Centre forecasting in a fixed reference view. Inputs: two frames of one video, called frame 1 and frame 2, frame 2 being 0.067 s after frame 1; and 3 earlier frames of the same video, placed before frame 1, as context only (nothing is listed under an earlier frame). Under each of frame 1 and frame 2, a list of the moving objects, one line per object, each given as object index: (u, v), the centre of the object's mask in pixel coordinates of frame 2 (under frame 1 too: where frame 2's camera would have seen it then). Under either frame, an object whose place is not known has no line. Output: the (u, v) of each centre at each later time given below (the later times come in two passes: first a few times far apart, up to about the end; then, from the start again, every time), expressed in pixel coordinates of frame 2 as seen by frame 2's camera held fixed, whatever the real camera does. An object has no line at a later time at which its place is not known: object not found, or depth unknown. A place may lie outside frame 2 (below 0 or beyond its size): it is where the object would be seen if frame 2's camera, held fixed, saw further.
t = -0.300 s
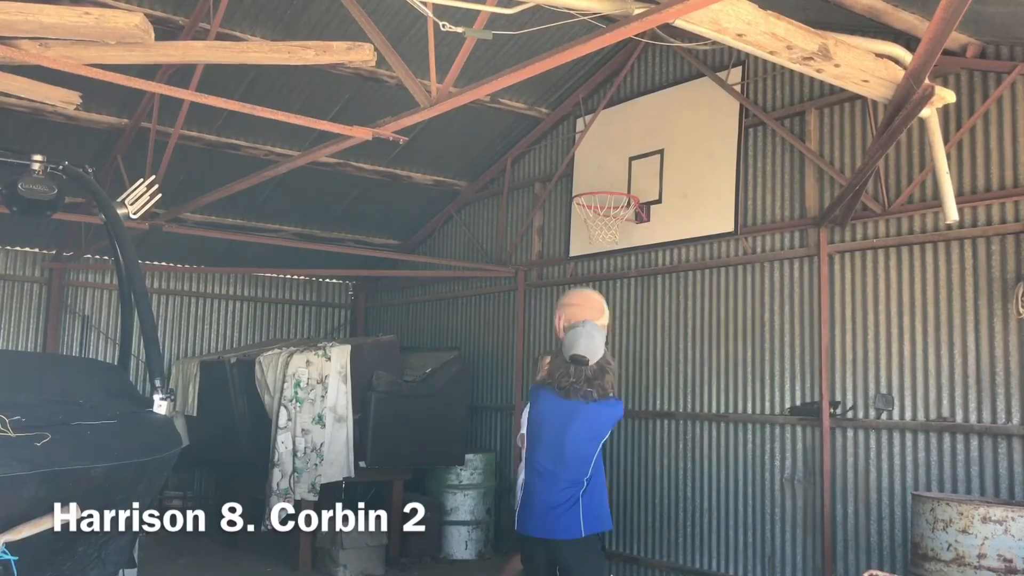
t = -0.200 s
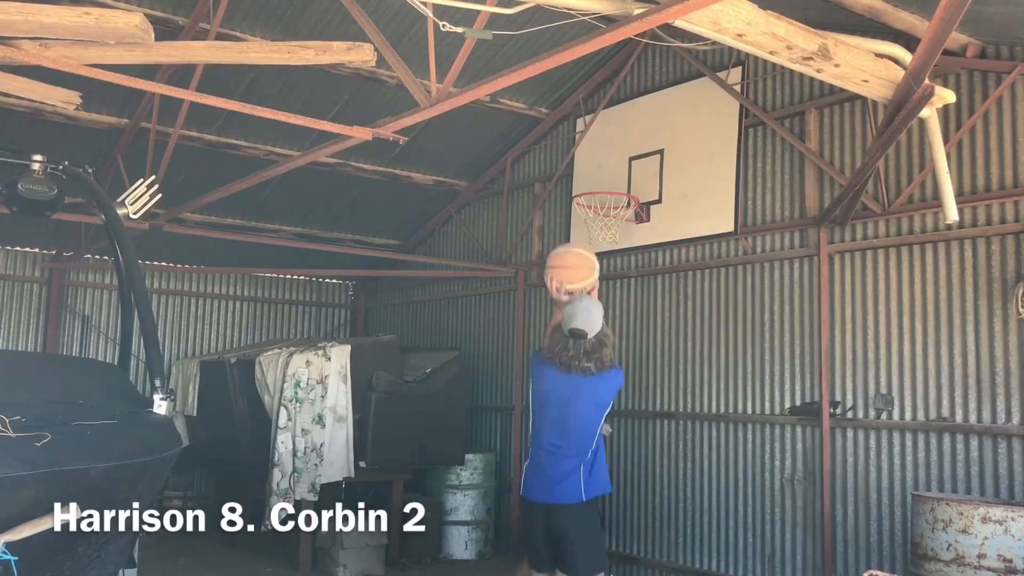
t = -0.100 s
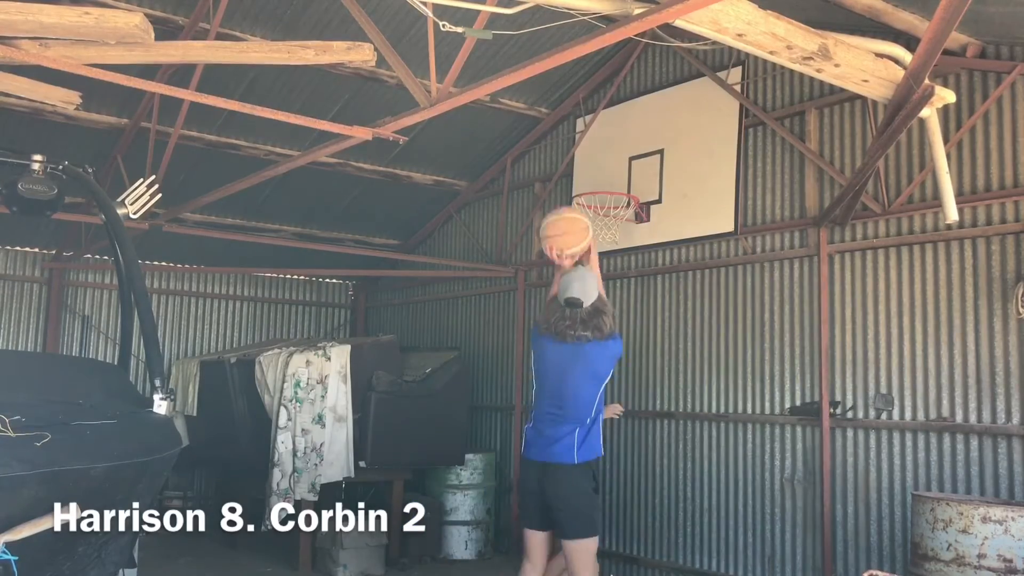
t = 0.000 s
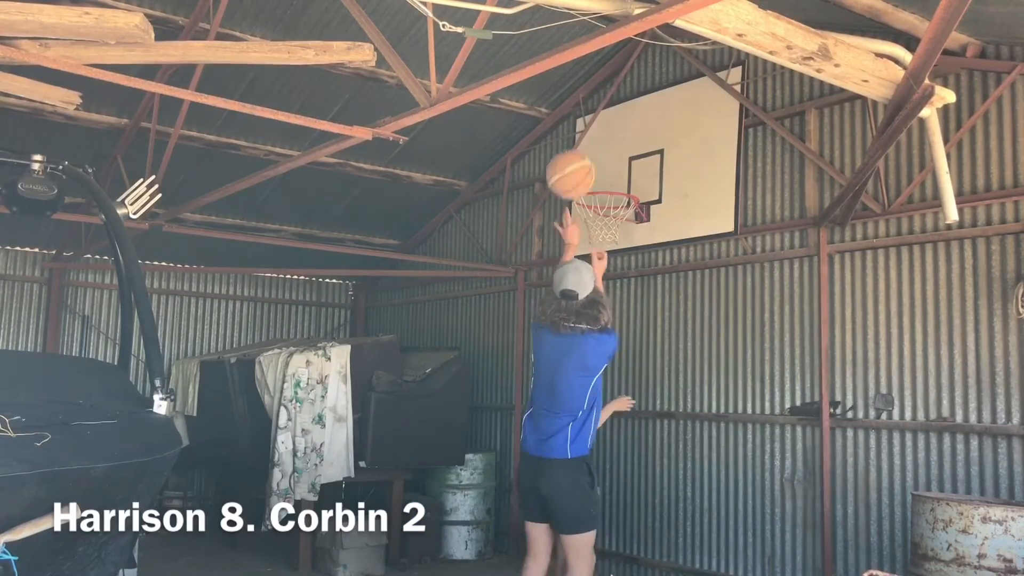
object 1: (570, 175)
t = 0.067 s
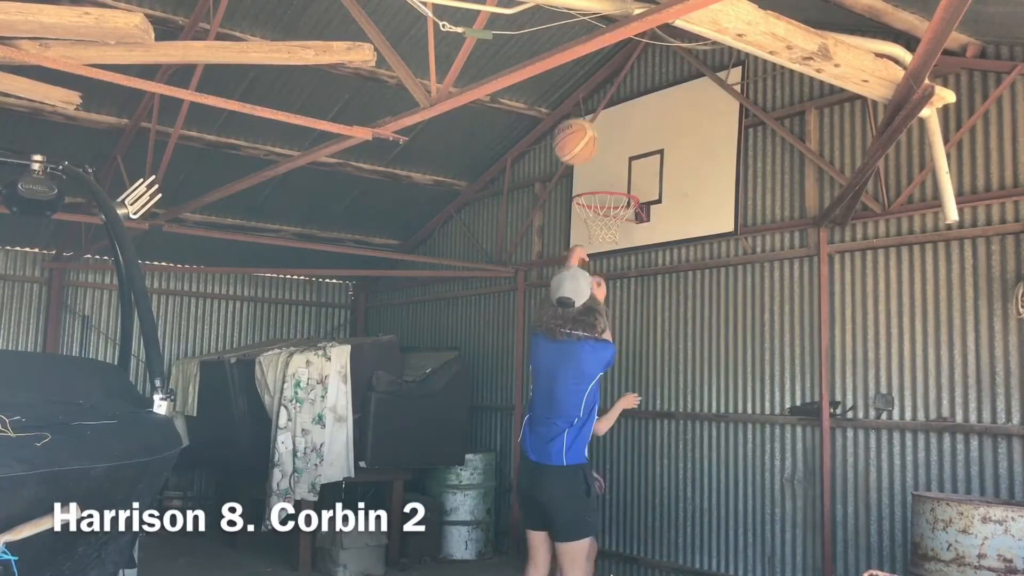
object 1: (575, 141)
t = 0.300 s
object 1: (588, 103)
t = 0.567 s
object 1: (596, 161)
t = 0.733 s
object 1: (599, 232)
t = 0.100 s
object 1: (576, 128)
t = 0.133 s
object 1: (579, 119)
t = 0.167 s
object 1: (581, 112)
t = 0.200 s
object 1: (583, 107)
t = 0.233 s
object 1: (585, 104)
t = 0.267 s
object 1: (587, 102)
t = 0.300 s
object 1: (588, 103)
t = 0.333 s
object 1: (589, 105)
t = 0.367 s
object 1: (591, 108)
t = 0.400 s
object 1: (592, 114)
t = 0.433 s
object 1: (593, 121)
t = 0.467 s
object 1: (594, 129)
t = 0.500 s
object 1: (595, 138)
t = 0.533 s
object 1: (595, 149)
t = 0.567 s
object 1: (596, 161)
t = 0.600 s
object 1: (596, 174)
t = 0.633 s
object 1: (595, 183)
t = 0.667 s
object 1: (594, 200)
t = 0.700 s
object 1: (592, 217)
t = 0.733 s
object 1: (599, 232)
